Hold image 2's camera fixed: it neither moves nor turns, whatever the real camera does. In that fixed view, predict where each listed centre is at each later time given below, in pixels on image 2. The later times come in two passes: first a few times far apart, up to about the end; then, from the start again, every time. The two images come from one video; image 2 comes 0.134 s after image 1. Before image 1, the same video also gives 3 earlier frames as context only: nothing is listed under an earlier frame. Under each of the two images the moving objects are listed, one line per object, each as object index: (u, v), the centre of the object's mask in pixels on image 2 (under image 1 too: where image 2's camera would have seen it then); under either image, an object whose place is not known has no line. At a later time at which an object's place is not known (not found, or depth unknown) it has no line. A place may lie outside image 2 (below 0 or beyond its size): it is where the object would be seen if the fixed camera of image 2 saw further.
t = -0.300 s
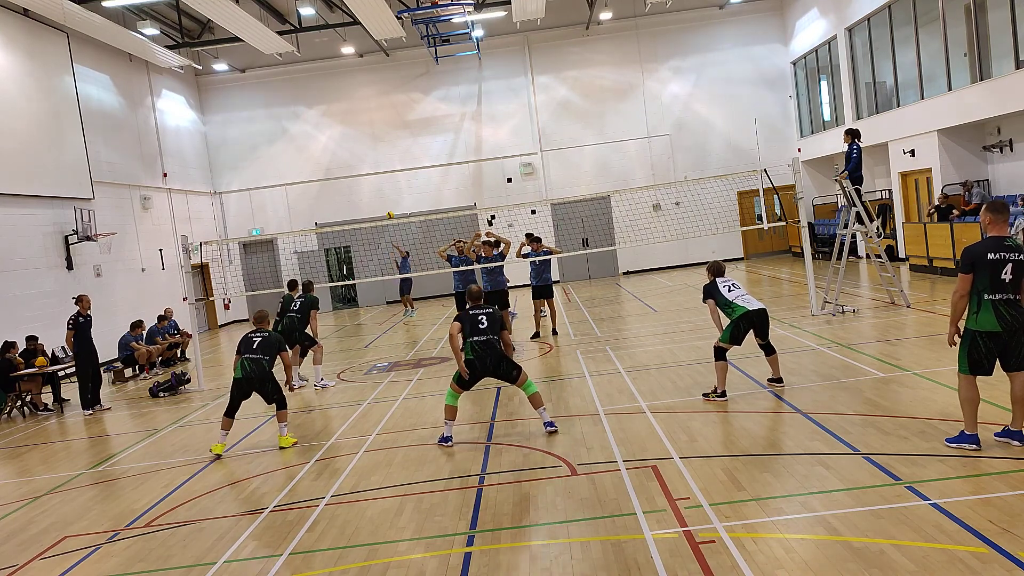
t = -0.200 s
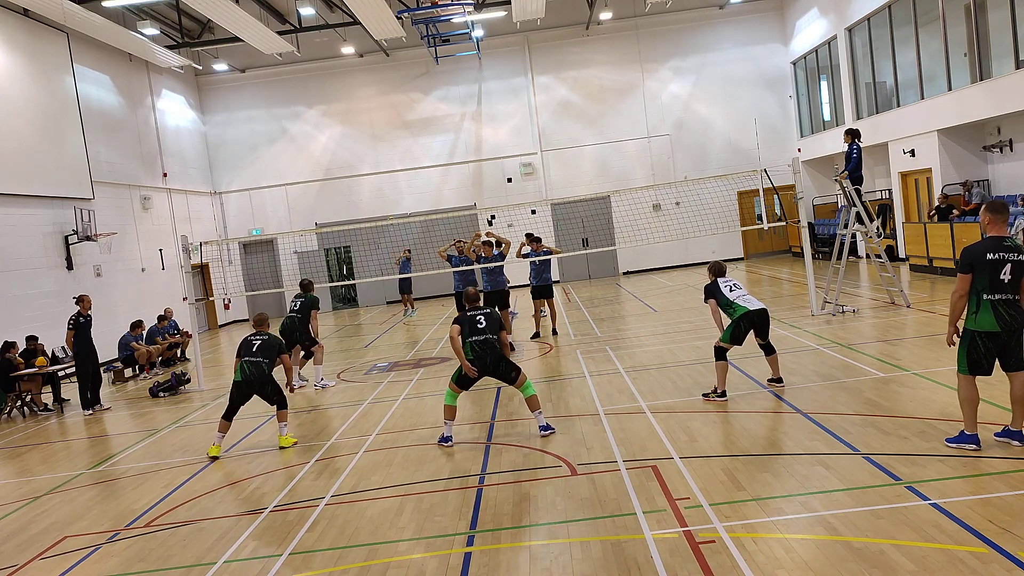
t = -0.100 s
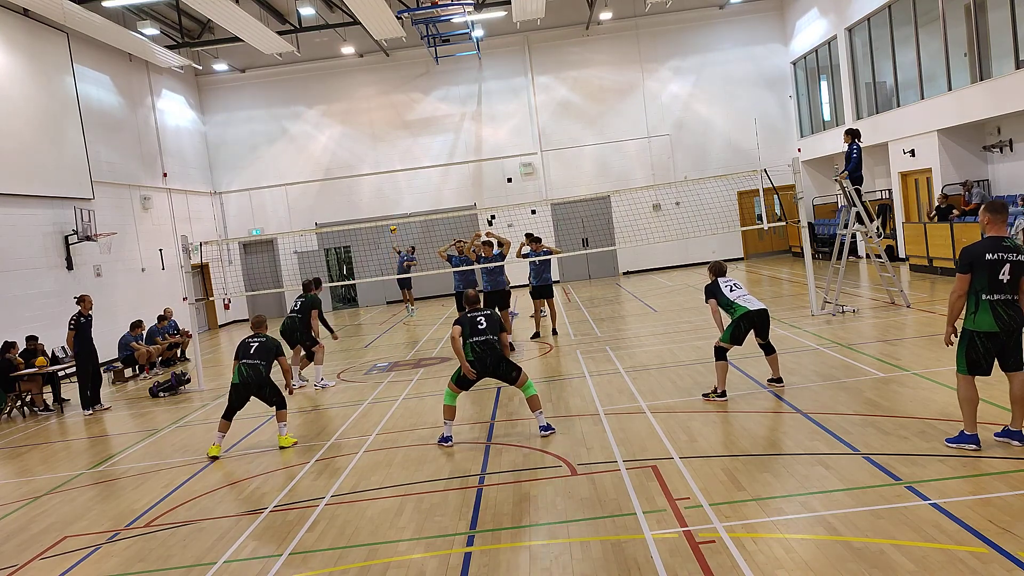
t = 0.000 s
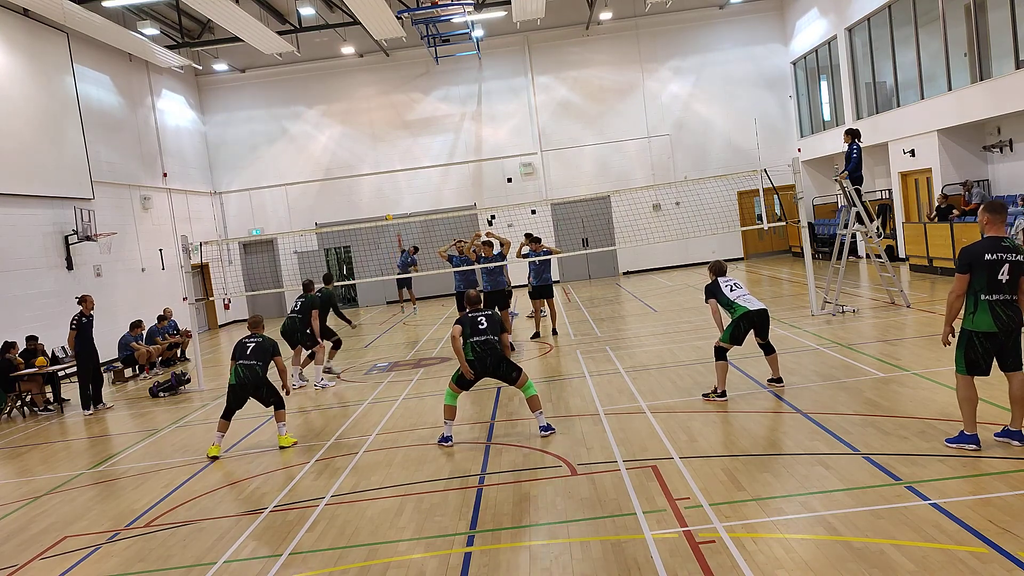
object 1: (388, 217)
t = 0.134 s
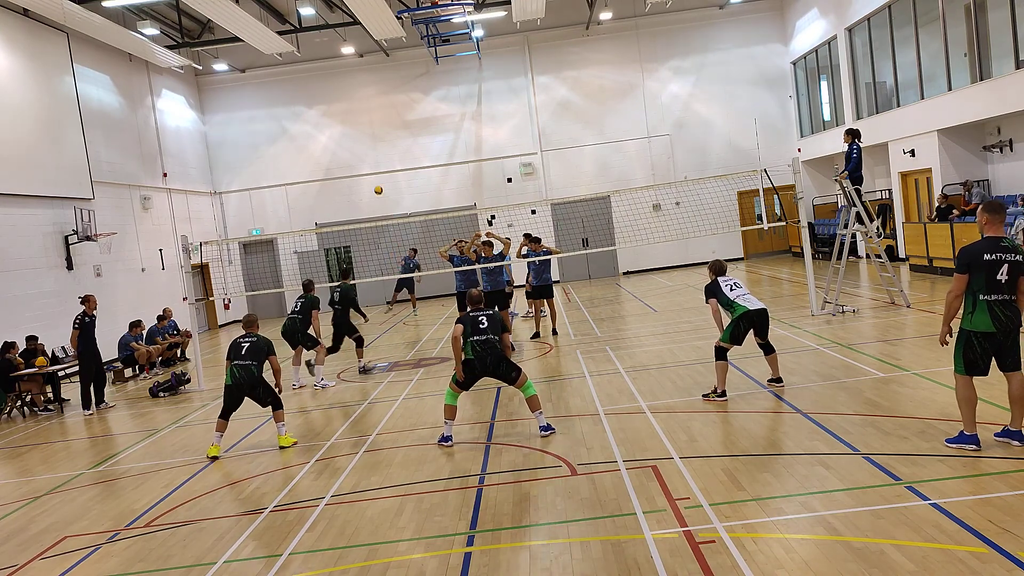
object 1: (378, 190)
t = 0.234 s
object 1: (370, 171)
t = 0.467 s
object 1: (346, 134)
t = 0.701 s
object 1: (317, 115)
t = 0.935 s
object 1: (283, 125)
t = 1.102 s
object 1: (251, 165)
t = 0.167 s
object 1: (376, 184)
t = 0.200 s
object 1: (373, 177)
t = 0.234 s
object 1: (370, 171)
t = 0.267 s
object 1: (367, 164)
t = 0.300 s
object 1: (364, 158)
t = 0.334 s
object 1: (361, 153)
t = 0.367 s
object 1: (357, 148)
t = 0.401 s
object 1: (353, 143)
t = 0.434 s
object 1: (350, 138)
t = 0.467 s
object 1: (346, 134)
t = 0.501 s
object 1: (342, 130)
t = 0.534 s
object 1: (338, 127)
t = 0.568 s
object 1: (334, 123)
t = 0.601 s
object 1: (330, 120)
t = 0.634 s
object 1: (326, 118)
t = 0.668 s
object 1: (322, 116)
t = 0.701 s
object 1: (317, 115)
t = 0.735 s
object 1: (312, 114)
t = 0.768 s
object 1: (308, 114)
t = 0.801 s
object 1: (303, 115)
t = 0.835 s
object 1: (298, 116)
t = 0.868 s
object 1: (294, 118)
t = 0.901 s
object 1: (288, 121)
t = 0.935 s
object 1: (283, 125)
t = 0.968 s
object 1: (277, 130)
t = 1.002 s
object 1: (271, 137)
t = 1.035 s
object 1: (265, 144)
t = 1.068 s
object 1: (258, 154)
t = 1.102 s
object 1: (251, 165)
